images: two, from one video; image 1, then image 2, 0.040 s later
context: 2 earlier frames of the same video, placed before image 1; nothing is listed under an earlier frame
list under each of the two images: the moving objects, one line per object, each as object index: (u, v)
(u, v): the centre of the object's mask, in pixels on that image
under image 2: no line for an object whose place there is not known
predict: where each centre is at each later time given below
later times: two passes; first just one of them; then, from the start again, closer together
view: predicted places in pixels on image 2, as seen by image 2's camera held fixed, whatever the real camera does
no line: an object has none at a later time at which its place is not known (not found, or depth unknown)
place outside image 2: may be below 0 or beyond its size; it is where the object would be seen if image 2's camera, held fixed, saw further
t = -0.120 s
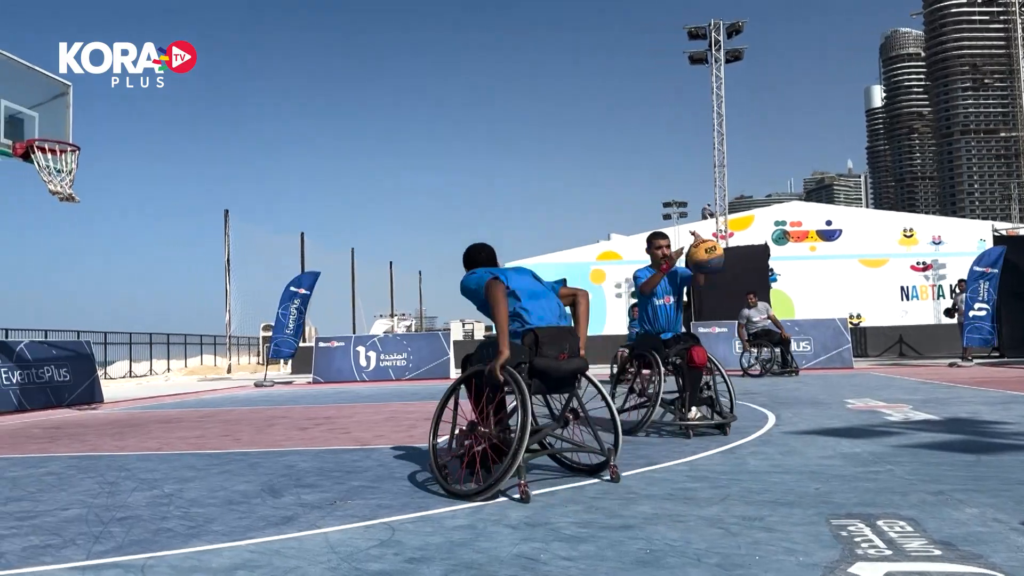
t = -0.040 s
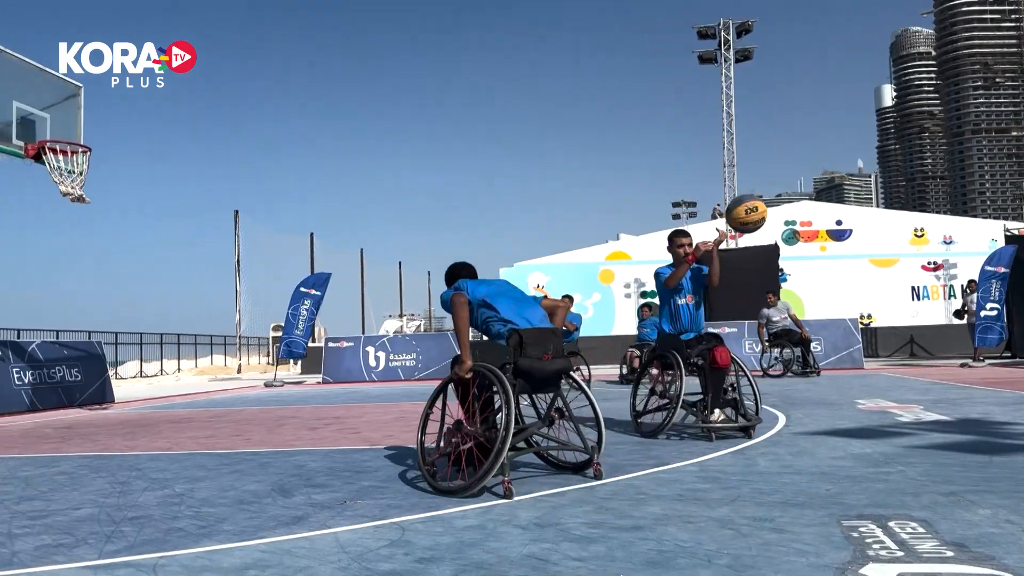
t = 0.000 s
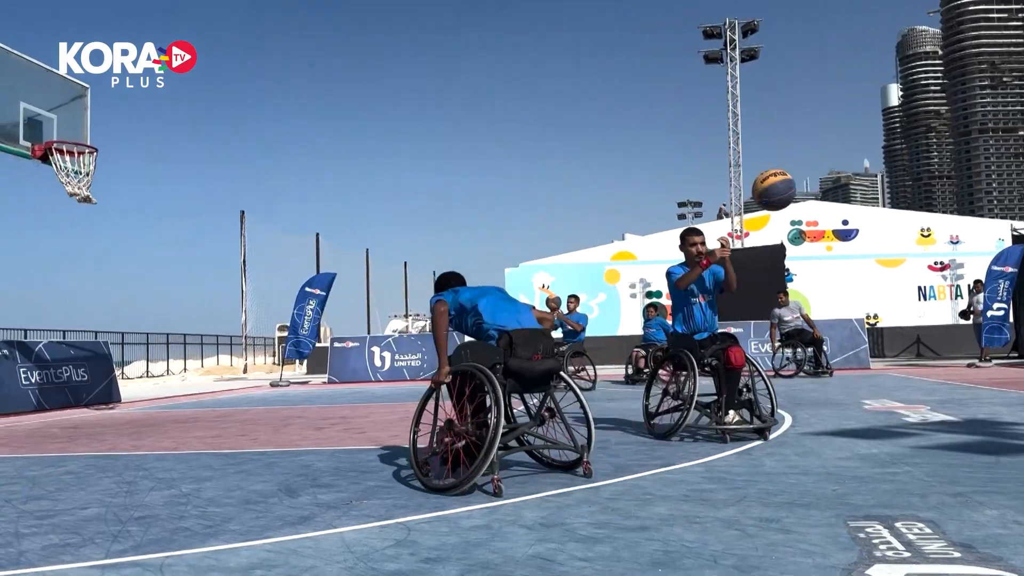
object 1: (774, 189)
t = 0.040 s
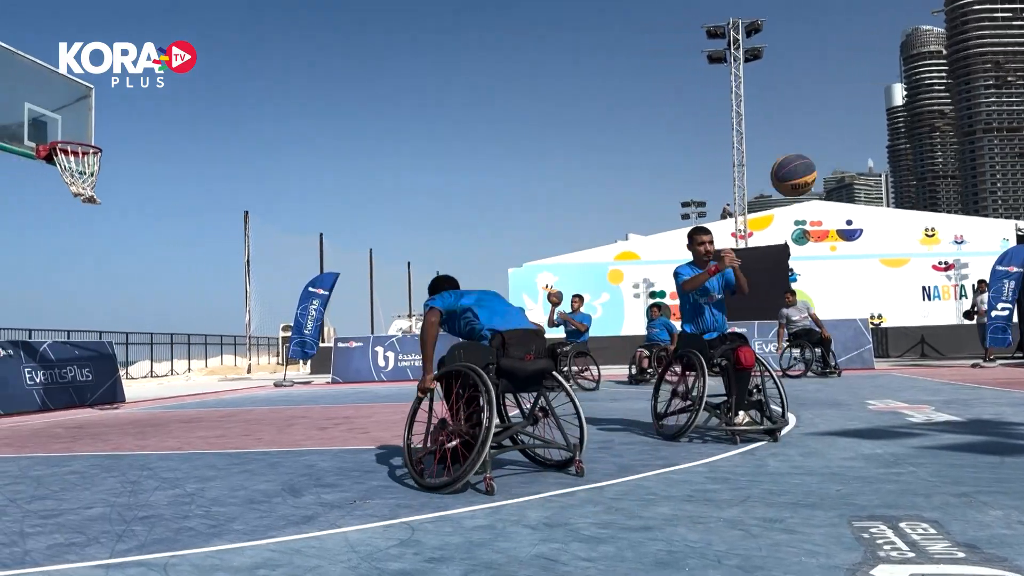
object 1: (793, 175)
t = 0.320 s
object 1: (975, 101)
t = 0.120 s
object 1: (838, 142)
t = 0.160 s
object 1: (859, 131)
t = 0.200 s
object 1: (893, 116)
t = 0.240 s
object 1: (918, 109)
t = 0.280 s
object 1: (947, 102)
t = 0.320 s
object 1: (975, 101)
